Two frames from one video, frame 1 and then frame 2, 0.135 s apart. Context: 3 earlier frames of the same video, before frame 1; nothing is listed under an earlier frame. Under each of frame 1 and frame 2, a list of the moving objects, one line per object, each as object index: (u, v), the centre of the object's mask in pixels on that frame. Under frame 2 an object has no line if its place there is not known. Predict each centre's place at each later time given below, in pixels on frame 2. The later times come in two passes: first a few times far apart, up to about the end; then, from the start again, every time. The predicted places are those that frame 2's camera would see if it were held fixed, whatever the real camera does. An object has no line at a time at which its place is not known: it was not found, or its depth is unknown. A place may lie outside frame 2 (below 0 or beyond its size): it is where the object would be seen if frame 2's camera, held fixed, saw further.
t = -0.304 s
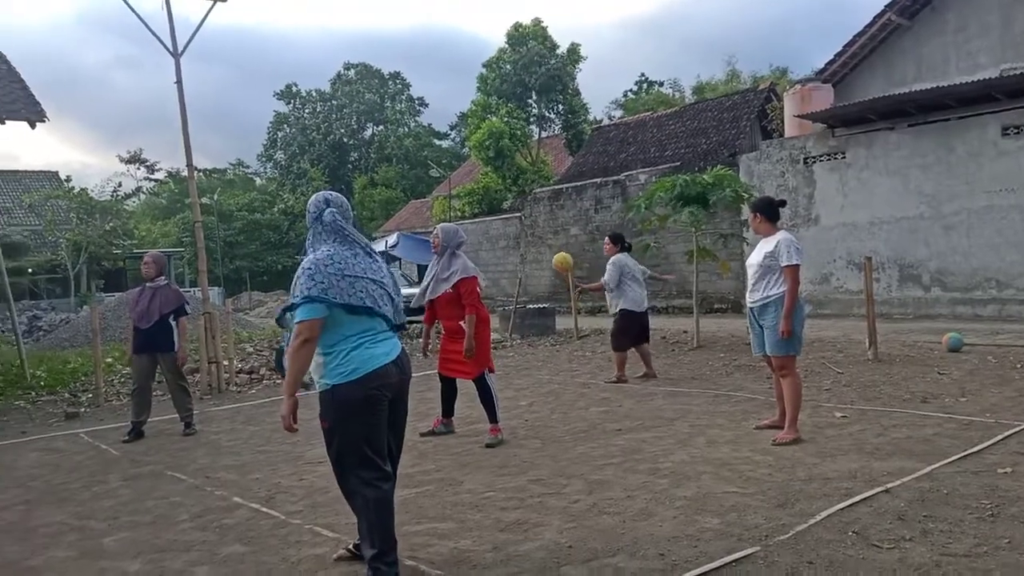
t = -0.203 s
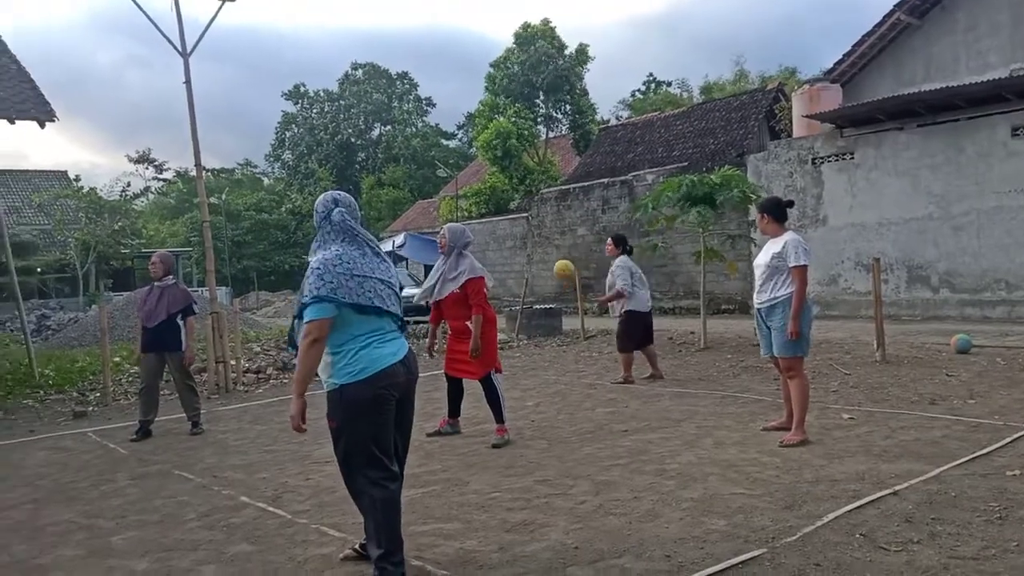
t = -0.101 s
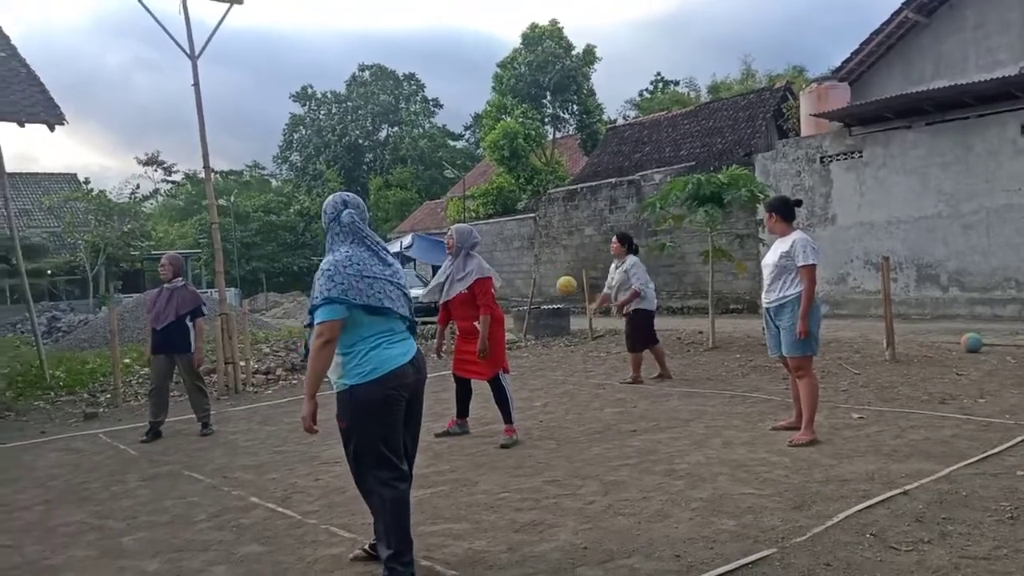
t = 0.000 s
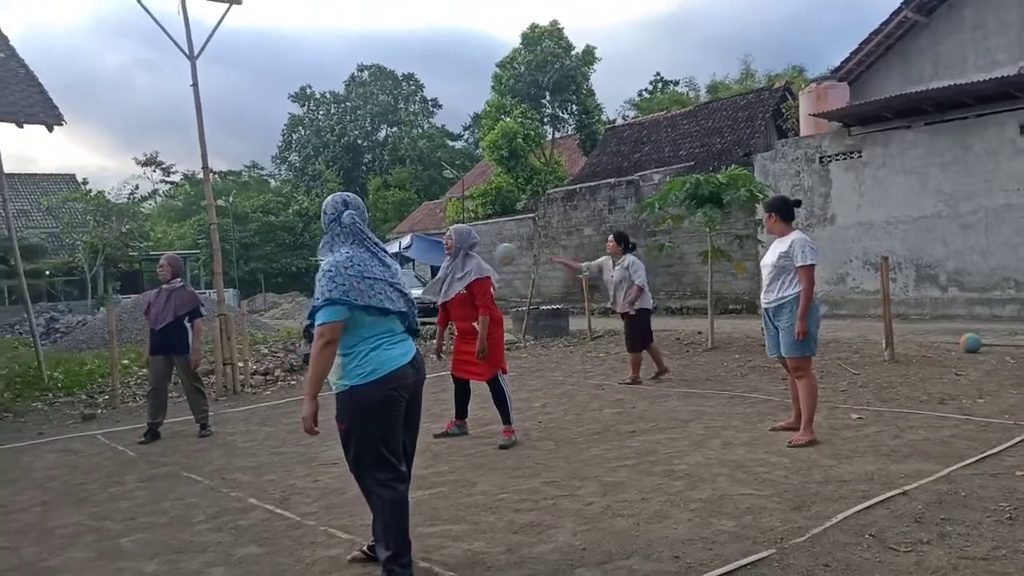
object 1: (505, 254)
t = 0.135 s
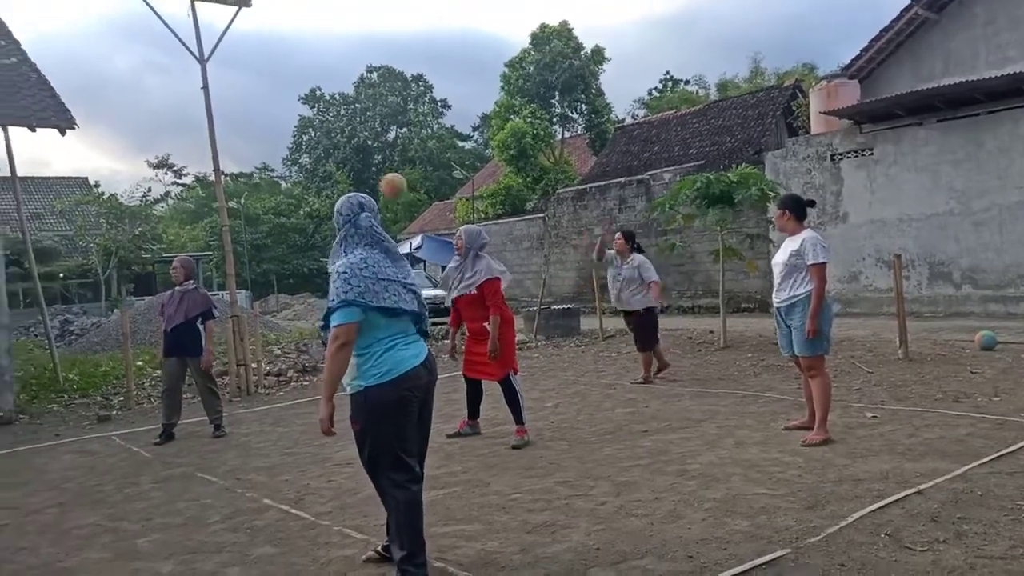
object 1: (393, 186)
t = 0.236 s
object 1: (281, 144)
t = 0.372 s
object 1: (100, 105)
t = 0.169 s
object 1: (358, 170)
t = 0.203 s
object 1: (322, 156)
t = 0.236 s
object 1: (281, 144)
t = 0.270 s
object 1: (239, 132)
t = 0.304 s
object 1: (196, 123)
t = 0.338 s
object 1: (150, 113)
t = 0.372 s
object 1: (100, 105)
